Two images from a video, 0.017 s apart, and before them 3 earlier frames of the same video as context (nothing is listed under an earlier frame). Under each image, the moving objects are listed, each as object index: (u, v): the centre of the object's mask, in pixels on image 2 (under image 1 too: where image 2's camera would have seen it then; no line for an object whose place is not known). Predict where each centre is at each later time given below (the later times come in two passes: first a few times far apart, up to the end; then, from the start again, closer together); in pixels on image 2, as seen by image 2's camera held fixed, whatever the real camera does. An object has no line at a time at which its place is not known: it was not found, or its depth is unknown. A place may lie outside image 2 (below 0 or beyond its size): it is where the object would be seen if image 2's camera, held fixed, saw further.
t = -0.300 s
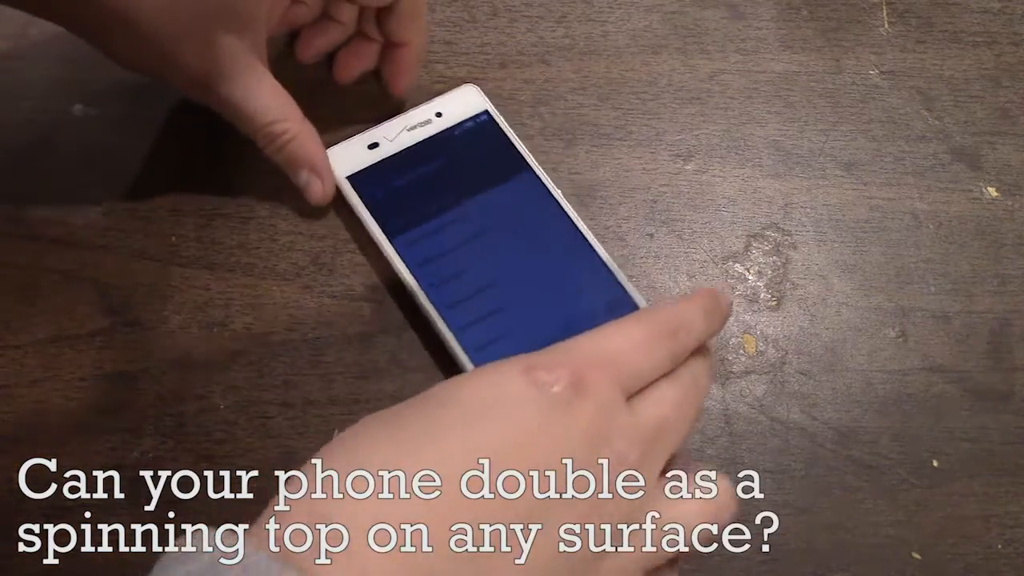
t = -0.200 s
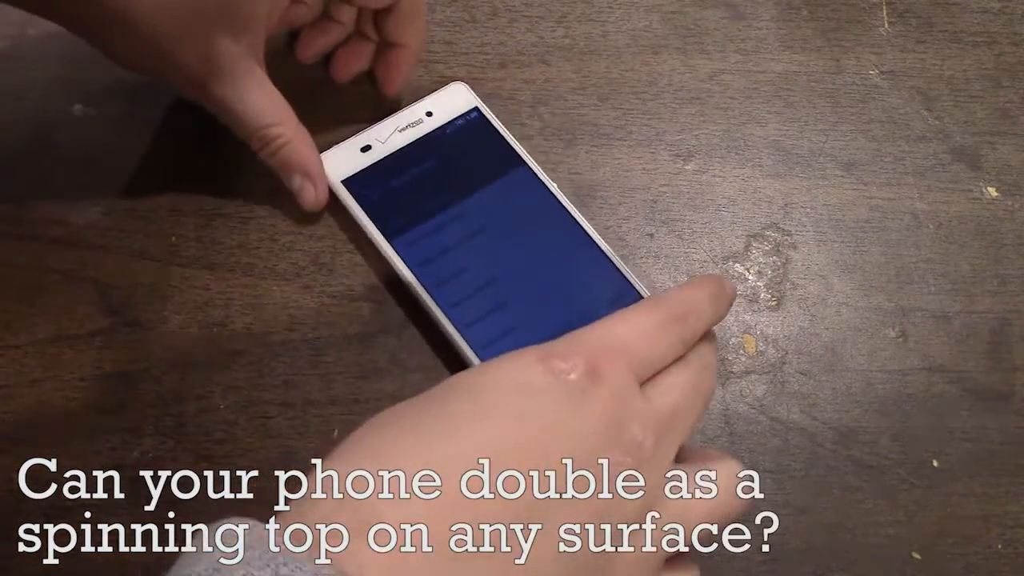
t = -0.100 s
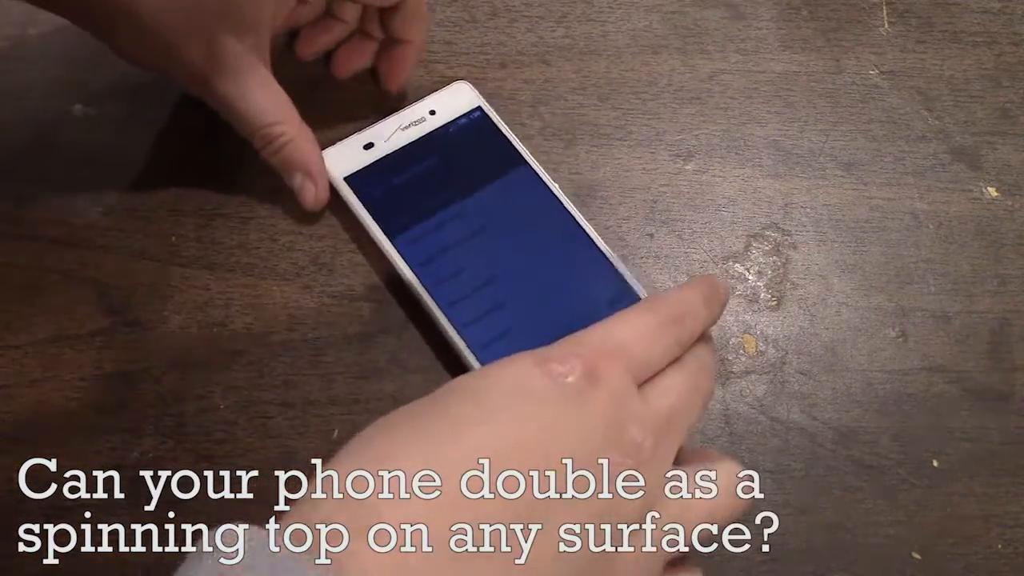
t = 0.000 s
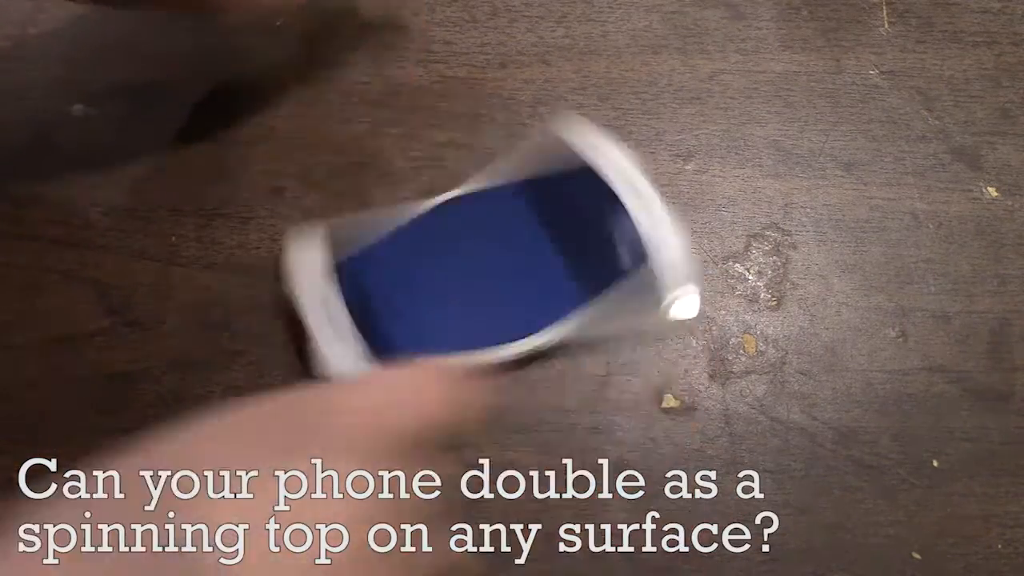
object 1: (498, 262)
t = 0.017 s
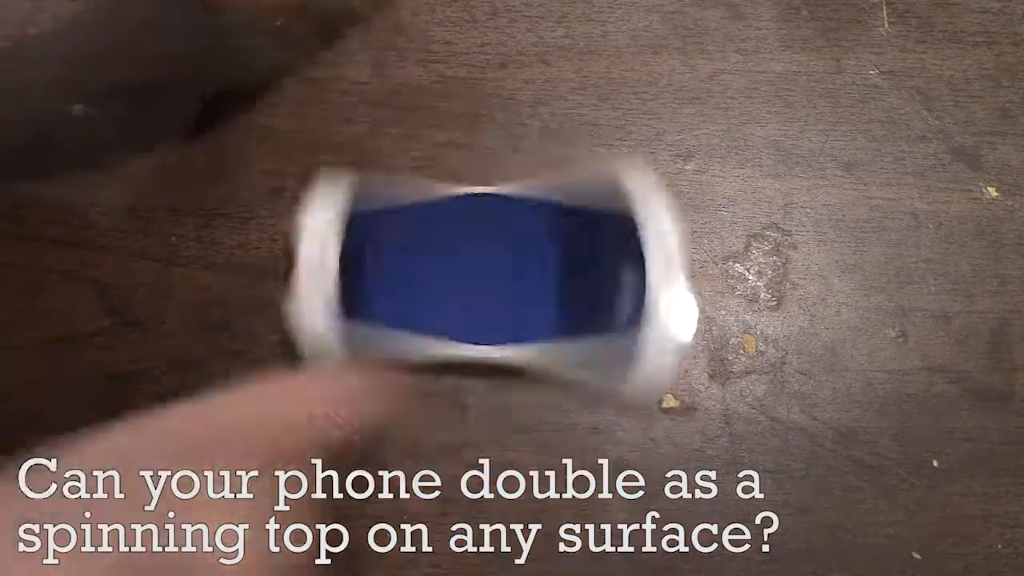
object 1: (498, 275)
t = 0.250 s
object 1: (476, 289)
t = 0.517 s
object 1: (478, 295)
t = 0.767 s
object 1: (467, 298)
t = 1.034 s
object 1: (460, 301)
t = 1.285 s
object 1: (469, 306)
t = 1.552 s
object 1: (472, 304)
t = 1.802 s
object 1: (469, 317)
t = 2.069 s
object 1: (481, 303)
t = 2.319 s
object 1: (479, 311)
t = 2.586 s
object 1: (470, 315)
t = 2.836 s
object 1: (476, 303)
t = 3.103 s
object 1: (479, 301)
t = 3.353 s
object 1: (484, 289)
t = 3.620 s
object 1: (482, 290)
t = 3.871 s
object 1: (482, 289)
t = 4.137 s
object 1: (491, 285)
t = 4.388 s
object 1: (477, 275)
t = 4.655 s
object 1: (474, 281)
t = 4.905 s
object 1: (487, 272)
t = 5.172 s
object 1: (473, 282)
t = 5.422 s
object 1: (480, 270)
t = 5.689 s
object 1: (482, 280)
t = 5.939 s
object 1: (474, 271)
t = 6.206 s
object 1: (485, 266)
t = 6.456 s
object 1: (492, 275)
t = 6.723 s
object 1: (486, 282)
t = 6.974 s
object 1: (477, 281)
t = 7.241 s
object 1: (474, 277)
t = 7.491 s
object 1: (473, 275)
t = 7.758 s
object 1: (473, 273)
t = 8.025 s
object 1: (473, 273)
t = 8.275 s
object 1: (473, 273)
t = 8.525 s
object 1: (473, 273)
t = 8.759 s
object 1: (473, 273)
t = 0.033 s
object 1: (497, 286)
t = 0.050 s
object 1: (492, 292)
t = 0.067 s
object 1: (486, 299)
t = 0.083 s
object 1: (476, 298)
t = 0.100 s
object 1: (471, 295)
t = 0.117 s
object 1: (472, 292)
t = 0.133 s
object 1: (478, 293)
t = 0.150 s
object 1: (482, 296)
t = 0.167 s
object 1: (479, 297)
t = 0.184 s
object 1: (478, 300)
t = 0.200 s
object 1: (470, 299)
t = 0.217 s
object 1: (466, 295)
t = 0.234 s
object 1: (468, 292)
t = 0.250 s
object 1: (476, 289)
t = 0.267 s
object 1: (484, 293)
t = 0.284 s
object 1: (486, 298)
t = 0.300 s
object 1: (482, 304)
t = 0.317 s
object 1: (477, 307)
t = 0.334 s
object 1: (469, 306)
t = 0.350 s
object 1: (465, 301)
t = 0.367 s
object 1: (467, 299)
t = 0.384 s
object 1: (474, 298)
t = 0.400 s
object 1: (478, 300)
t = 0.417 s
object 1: (476, 301)
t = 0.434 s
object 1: (474, 305)
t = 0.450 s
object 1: (469, 304)
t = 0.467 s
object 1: (464, 301)
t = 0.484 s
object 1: (463, 296)
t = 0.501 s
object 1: (470, 294)
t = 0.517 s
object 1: (478, 295)
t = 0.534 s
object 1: (483, 300)
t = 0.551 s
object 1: (482, 302)
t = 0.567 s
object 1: (478, 306)
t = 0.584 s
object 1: (470, 305)
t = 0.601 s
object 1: (465, 308)
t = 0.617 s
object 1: (463, 303)
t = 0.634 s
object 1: (466, 302)
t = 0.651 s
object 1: (472, 300)
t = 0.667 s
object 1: (474, 303)
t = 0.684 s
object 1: (480, 301)
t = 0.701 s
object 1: (472, 305)
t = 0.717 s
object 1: (467, 305)
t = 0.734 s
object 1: (463, 304)
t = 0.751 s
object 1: (462, 299)
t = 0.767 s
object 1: (467, 298)
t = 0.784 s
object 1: (473, 297)
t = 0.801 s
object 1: (480, 301)
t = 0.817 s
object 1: (481, 303)
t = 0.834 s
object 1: (480, 311)
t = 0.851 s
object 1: (474, 307)
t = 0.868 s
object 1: (467, 314)
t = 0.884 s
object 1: (461, 311)
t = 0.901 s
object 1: (461, 305)
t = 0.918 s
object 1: (466, 304)
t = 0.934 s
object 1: (469, 304)
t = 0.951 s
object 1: (472, 305)
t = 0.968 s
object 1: (473, 307)
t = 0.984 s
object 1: (470, 310)
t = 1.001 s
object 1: (464, 304)
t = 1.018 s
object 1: (461, 307)
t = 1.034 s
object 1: (460, 301)
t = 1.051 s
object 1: (465, 299)
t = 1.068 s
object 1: (471, 298)
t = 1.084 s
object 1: (477, 300)
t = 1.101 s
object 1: (481, 304)
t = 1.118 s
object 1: (476, 305)
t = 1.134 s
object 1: (476, 314)
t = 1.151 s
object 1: (469, 315)
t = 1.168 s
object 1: (462, 315)
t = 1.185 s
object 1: (459, 309)
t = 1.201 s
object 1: (463, 305)
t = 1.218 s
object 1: (466, 303)
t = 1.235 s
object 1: (470, 303)
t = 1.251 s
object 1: (472, 305)
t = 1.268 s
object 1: (471, 304)
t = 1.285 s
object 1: (469, 306)
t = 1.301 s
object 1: (465, 310)
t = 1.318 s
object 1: (461, 308)
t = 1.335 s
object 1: (460, 302)
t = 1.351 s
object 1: (463, 300)
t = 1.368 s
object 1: (469, 298)
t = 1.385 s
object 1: (476, 300)
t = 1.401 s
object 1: (480, 304)
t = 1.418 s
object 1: (478, 308)
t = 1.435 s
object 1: (478, 314)
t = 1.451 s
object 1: (472, 307)
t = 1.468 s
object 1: (467, 316)
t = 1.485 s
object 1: (461, 314)
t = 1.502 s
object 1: (461, 307)
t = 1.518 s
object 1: (463, 305)
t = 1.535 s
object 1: (468, 304)
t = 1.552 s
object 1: (472, 304)
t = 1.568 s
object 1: (473, 305)
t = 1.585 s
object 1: (472, 304)
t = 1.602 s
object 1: (472, 311)
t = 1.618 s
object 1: (467, 306)
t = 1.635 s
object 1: (464, 310)
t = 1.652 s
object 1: (462, 305)
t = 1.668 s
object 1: (464, 301)
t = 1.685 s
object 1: (468, 300)
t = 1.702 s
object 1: (474, 300)
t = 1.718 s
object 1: (480, 302)
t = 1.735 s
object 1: (482, 305)
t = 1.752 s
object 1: (479, 307)
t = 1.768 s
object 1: (479, 313)
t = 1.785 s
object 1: (475, 310)
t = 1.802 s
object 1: (469, 317)
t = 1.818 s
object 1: (464, 315)
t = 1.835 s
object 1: (464, 310)
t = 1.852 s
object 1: (465, 307)
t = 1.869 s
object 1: (468, 305)
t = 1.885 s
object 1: (474, 305)
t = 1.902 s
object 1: (476, 306)
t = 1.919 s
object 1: (477, 307)
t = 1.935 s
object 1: (476, 309)
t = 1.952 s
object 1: (473, 309)
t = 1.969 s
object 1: (469, 308)
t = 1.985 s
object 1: (466, 311)
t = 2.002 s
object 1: (466, 305)
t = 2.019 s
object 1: (468, 303)
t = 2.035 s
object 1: (472, 302)
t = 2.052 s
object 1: (477, 302)
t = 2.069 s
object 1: (481, 303)
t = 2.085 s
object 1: (484, 306)
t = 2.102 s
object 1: (486, 309)
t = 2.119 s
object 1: (484, 317)
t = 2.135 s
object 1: (480, 312)
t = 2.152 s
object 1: (475, 319)
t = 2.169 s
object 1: (470, 313)
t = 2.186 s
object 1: (466, 315)
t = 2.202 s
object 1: (468, 309)
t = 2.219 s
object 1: (469, 308)
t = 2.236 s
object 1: (472, 307)
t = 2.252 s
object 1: (476, 307)
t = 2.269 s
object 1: (480, 307)
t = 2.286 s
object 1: (481, 307)
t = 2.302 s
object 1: (481, 312)
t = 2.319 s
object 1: (479, 311)
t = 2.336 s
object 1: (475, 308)
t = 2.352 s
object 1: (471, 307)
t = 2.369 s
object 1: (469, 311)
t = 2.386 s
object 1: (470, 305)
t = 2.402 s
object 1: (472, 304)
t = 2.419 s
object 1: (473, 304)
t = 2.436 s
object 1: (478, 303)
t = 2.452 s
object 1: (483, 304)
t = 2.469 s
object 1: (487, 307)
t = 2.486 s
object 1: (488, 308)
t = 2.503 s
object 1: (489, 314)
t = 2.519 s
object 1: (486, 318)
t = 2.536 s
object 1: (482, 317)
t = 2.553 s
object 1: (478, 319)
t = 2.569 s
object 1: (474, 319)
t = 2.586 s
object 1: (470, 315)
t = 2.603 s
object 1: (471, 310)
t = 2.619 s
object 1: (472, 310)
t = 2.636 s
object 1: (473, 308)
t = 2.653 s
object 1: (478, 307)
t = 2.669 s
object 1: (480, 307)
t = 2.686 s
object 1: (484, 308)
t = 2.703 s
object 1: (484, 307)
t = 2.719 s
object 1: (484, 312)
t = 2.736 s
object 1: (483, 314)
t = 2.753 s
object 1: (479, 309)
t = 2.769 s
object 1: (477, 314)
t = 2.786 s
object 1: (474, 312)
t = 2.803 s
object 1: (473, 309)
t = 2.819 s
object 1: (473, 304)
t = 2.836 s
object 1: (476, 303)
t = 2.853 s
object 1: (478, 302)
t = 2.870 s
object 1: (481, 301)
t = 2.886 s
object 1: (486, 302)
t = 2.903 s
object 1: (490, 304)
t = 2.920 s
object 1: (491, 305)
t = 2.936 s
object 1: (492, 307)
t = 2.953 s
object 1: (491, 313)
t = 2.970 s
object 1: (489, 317)
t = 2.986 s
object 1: (487, 316)
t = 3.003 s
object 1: (482, 308)
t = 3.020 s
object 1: (479, 315)
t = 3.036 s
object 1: (475, 312)
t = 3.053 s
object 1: (474, 306)
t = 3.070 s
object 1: (476, 305)
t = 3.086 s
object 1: (477, 303)
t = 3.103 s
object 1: (479, 301)
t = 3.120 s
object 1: (482, 299)
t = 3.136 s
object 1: (486, 298)
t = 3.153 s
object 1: (489, 299)
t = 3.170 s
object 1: (491, 299)
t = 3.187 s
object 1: (490, 300)
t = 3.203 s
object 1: (490, 300)
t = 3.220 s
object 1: (489, 302)
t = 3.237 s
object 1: (487, 303)
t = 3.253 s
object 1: (484, 303)
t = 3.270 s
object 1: (481, 301)
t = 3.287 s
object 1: (479, 300)
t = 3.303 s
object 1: (479, 296)
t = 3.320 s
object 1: (480, 294)
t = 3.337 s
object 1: (482, 291)
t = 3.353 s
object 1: (484, 289)
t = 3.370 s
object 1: (487, 288)
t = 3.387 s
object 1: (491, 288)
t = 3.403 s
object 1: (495, 289)
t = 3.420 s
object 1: (498, 290)
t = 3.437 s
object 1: (500, 292)
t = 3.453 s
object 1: (501, 294)
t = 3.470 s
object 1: (500, 296)
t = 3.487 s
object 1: (498, 297)
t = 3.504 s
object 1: (497, 301)
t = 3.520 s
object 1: (494, 301)
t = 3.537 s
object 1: (490, 299)
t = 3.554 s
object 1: (487, 299)
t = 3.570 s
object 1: (484, 297)
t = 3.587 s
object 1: (482, 295)
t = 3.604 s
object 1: (482, 292)
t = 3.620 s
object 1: (482, 290)
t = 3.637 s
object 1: (483, 288)
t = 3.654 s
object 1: (484, 286)
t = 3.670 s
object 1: (486, 284)
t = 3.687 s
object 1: (488, 283)
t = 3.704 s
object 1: (491, 283)
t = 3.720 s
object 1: (492, 284)
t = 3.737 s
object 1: (493, 285)
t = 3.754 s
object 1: (493, 286)
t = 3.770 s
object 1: (493, 287)
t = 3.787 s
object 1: (492, 288)
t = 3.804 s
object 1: (491, 290)
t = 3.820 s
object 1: (489, 291)
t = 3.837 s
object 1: (487, 291)
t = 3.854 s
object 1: (484, 290)
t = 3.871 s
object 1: (482, 289)
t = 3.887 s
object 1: (480, 287)
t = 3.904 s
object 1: (478, 284)
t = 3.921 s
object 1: (478, 282)
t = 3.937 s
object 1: (479, 280)
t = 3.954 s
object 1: (479, 278)
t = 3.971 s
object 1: (481, 277)
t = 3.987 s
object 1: (482, 276)
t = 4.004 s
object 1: (484, 276)
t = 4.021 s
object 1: (486, 275)
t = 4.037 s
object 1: (488, 276)
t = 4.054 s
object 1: (491, 277)
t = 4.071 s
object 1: (492, 278)
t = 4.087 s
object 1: (492, 280)
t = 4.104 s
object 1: (493, 282)
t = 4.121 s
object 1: (492, 284)
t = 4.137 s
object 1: (491, 285)
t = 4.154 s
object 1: (489, 287)
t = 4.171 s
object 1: (487, 289)
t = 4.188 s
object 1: (485, 290)
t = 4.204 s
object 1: (482, 290)
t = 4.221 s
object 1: (480, 289)
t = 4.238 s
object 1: (477, 288)
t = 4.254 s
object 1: (475, 286)
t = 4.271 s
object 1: (473, 285)
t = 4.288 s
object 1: (472, 283)
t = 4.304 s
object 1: (472, 281)
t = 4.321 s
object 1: (472, 279)
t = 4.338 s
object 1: (473, 278)
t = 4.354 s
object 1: (474, 277)
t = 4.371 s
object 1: (476, 276)
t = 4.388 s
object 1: (477, 275)
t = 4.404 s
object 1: (478, 275)
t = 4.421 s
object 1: (480, 275)
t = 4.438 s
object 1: (482, 275)
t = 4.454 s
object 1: (483, 276)
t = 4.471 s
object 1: (484, 277)
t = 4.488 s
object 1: (485, 278)
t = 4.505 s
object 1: (486, 279)
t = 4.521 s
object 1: (485, 280)
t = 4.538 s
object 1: (485, 281)
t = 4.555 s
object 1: (484, 283)
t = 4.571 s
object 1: (482, 283)
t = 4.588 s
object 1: (481, 284)
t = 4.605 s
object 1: (479, 284)
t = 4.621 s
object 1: (477, 283)
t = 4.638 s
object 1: (476, 282)
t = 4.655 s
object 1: (474, 281)
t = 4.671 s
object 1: (473, 279)
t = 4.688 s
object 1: (472, 278)
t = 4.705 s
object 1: (472, 276)
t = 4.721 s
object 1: (472, 275)
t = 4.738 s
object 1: (473, 273)
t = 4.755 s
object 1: (474, 272)
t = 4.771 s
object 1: (475, 271)
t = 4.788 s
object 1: (476, 270)
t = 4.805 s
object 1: (478, 270)
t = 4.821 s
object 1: (479, 270)
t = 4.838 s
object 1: (481, 270)
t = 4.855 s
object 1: (483, 270)
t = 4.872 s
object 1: (485, 270)
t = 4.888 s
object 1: (486, 271)
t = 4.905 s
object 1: (487, 272)
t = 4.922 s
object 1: (488, 273)
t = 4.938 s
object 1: (489, 275)
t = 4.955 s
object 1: (490, 276)
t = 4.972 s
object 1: (490, 278)
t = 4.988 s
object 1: (490, 279)
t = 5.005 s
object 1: (489, 280)
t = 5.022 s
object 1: (488, 282)
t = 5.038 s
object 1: (487, 283)
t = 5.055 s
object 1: (485, 284)
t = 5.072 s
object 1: (484, 285)
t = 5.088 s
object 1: (482, 285)
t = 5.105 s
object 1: (480, 284)
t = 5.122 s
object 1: (478, 284)
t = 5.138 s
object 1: (476, 283)
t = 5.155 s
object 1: (474, 283)
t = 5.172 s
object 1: (473, 282)
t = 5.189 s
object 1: (472, 280)
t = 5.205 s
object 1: (471, 279)
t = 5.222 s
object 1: (471, 278)
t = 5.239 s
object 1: (471, 277)
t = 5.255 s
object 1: (471, 276)
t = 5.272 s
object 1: (471, 275)
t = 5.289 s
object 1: (471, 274)
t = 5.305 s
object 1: (472, 273)
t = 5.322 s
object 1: (473, 272)
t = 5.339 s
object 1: (474, 272)
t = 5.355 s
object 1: (475, 271)
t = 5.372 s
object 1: (476, 270)
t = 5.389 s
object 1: (477, 270)
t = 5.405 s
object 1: (479, 270)
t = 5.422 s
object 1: (480, 270)
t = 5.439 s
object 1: (481, 270)
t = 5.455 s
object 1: (482, 270)
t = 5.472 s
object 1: (483, 271)
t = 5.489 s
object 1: (484, 271)
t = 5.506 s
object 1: (485, 272)
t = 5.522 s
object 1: (486, 273)
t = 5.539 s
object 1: (486, 274)
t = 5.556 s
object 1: (486, 275)
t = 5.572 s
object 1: (486, 276)
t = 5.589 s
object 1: (486, 277)
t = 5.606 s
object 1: (486, 277)
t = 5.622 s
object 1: (486, 278)
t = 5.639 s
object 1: (485, 279)
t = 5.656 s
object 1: (484, 279)
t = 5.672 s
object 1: (483, 280)
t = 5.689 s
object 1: (482, 280)
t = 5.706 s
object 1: (481, 280)
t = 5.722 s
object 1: (480, 280)
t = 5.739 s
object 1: (479, 279)
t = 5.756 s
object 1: (478, 280)
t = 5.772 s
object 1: (477, 279)
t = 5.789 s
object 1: (476, 278)
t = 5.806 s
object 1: (475, 278)
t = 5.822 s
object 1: (474, 277)
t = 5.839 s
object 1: (473, 276)
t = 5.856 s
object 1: (473, 275)
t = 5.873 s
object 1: (473, 274)
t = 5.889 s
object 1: (473, 274)
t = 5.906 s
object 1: (473, 273)
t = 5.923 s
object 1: (473, 272)
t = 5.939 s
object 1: (474, 271)
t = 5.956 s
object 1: (474, 270)
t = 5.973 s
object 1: (475, 270)
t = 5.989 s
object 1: (475, 269)
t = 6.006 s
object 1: (476, 269)
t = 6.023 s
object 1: (476, 268)
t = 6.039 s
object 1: (477, 267)
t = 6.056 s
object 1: (478, 267)
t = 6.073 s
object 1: (479, 267)
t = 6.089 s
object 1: (480, 267)
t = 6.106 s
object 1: (481, 266)
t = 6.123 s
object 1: (482, 266)
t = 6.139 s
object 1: (482, 266)
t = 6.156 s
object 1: (483, 266)
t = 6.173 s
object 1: (484, 266)
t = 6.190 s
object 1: (484, 266)
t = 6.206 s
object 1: (485, 266)
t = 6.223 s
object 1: (486, 267)
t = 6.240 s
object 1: (487, 267)
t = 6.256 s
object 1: (488, 267)
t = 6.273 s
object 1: (488, 268)
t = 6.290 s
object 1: (489, 269)
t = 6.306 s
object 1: (490, 269)
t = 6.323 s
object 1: (490, 269)
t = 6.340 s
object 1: (491, 270)
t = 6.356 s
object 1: (491, 271)
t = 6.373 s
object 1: (492, 272)
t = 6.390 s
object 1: (492, 272)
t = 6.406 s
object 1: (492, 273)
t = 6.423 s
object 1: (492, 273)
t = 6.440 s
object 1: (492, 274)
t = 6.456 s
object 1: (492, 275)
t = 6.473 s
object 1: (492, 275)
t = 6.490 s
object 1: (492, 276)
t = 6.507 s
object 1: (492, 276)
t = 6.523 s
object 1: (491, 277)
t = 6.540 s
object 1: (491, 277)
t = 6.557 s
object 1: (491, 278)
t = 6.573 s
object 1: (490, 278)
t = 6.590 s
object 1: (490, 279)
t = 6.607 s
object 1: (489, 279)
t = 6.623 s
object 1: (489, 279)
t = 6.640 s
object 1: (489, 280)
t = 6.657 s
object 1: (488, 280)
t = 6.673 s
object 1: (487, 281)
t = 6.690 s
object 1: (487, 281)
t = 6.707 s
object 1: (486, 281)
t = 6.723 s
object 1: (486, 282)
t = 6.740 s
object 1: (485, 282)
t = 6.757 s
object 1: (484, 282)
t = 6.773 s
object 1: (484, 282)
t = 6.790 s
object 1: (483, 282)
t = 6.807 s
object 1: (483, 282)
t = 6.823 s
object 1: (482, 282)
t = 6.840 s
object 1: (481, 282)
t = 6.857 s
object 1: (481, 282)
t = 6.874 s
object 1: (480, 282)
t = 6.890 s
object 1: (479, 282)
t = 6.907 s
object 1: (479, 282)
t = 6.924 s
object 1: (479, 282)
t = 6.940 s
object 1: (478, 281)
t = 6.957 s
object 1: (478, 281)
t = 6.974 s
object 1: (477, 281)
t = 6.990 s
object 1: (477, 281)
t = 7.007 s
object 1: (476, 281)
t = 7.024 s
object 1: (476, 281)
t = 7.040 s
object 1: (475, 280)
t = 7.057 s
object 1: (475, 279)
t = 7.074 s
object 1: (475, 280)
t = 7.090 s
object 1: (475, 279)
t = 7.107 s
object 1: (475, 279)
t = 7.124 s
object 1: (474, 279)
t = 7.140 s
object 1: (474, 279)
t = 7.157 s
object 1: (474, 279)
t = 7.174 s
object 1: (474, 278)
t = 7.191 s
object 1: (474, 278)
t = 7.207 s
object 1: (474, 278)
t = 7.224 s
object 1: (474, 278)
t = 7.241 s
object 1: (474, 277)
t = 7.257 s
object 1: (474, 277)
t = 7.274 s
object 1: (473, 277)
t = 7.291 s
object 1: (473, 277)
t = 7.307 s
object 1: (474, 276)
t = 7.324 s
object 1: (473, 276)
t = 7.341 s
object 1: (473, 276)
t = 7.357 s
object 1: (474, 276)
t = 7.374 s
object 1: (474, 276)
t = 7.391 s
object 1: (473, 276)
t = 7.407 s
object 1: (473, 276)
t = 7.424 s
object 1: (473, 276)
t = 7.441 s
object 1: (473, 276)
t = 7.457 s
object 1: (473, 275)
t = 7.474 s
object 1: (473, 275)
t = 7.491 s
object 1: (473, 275)
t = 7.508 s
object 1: (473, 275)
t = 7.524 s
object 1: (473, 275)
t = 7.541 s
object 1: (473, 275)
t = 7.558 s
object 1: (473, 274)
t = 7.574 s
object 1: (473, 274)
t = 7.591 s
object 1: (473, 274)
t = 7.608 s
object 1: (473, 274)
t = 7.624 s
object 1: (473, 274)
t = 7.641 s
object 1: (473, 274)
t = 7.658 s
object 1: (473, 274)
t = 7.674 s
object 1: (473, 274)
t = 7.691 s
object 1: (473, 273)
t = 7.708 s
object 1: (473, 274)
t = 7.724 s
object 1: (473, 274)
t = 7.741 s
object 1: (473, 273)
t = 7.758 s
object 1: (473, 273)
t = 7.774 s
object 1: (473, 273)
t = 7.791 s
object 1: (473, 273)
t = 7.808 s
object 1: (473, 273)
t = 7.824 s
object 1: (473, 273)
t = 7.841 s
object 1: (473, 273)
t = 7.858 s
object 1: (473, 273)
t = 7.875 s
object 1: (473, 273)
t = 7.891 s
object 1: (473, 273)
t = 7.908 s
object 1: (473, 273)
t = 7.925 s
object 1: (473, 273)
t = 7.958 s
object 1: (473, 273)
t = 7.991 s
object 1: (473, 273)
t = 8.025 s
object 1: (473, 273)
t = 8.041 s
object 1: (473, 273)
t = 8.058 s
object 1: (473, 273)
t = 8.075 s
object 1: (473, 273)
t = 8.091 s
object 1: (473, 273)
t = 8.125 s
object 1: (473, 273)
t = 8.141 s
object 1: (473, 273)
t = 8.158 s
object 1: (473, 274)
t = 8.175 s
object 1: (473, 274)
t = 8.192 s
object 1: (473, 273)
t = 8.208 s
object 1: (473, 273)
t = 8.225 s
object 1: (473, 273)
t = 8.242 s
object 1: (473, 273)
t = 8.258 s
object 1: (473, 273)
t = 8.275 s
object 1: (473, 273)
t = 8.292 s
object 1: (473, 273)
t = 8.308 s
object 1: (473, 273)
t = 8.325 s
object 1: (473, 273)
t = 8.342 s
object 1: (473, 273)
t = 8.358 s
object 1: (473, 273)
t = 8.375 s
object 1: (473, 273)
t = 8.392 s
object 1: (473, 273)
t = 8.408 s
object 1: (473, 273)
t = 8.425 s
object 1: (473, 273)
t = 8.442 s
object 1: (473, 273)
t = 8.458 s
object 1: (473, 273)
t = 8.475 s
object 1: (473, 273)
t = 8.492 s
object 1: (473, 273)
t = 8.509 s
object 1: (473, 273)
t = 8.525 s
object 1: (473, 273)
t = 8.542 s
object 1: (473, 273)
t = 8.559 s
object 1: (473, 273)
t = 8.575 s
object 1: (473, 273)
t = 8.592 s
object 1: (473, 273)
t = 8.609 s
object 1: (473, 273)
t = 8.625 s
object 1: (473, 273)
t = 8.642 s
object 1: (473, 273)
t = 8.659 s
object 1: (473, 273)
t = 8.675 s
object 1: (473, 273)
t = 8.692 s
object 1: (473, 273)
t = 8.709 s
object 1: (473, 273)
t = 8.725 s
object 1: (473, 273)
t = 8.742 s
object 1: (473, 274)
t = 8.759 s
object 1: (473, 273)
